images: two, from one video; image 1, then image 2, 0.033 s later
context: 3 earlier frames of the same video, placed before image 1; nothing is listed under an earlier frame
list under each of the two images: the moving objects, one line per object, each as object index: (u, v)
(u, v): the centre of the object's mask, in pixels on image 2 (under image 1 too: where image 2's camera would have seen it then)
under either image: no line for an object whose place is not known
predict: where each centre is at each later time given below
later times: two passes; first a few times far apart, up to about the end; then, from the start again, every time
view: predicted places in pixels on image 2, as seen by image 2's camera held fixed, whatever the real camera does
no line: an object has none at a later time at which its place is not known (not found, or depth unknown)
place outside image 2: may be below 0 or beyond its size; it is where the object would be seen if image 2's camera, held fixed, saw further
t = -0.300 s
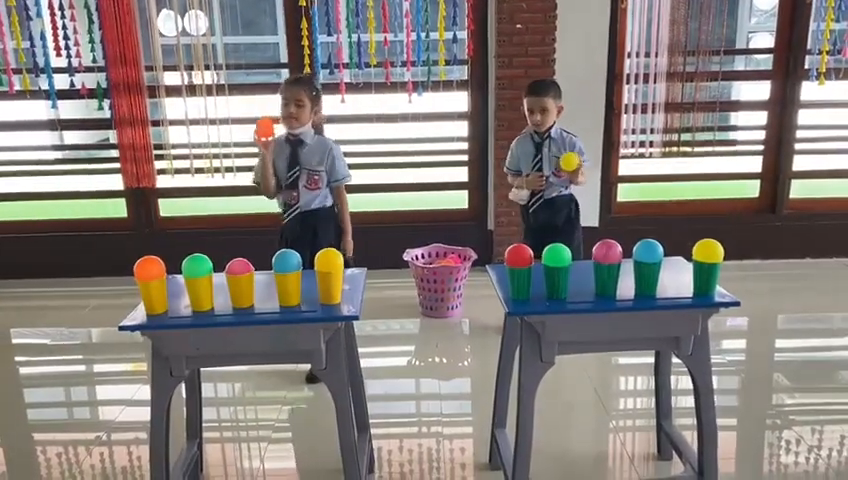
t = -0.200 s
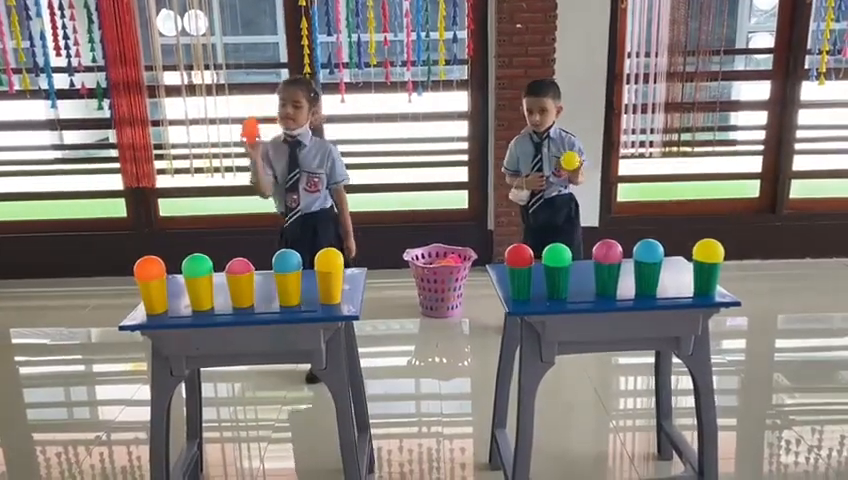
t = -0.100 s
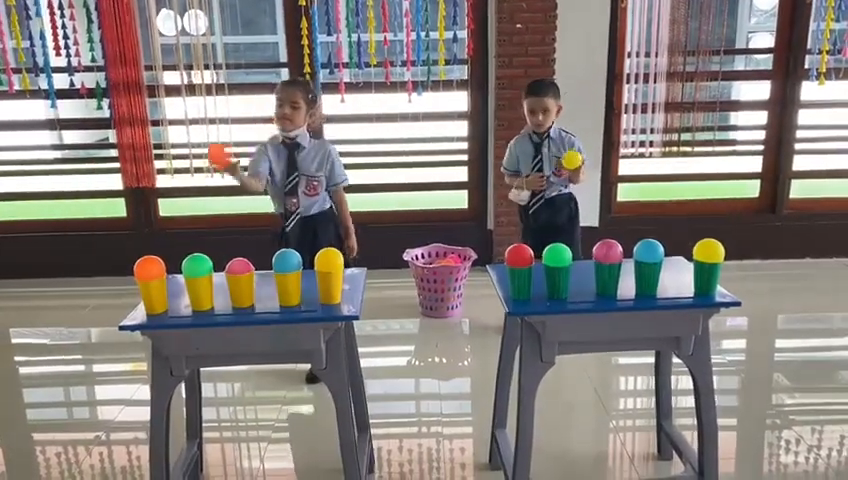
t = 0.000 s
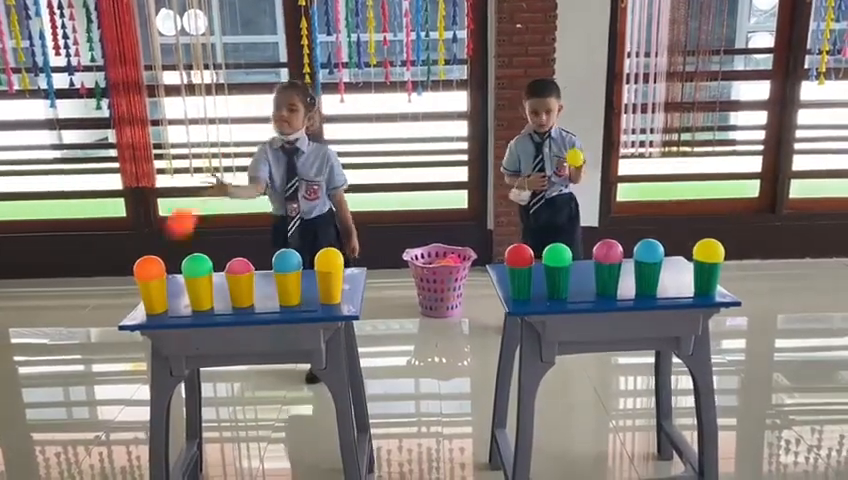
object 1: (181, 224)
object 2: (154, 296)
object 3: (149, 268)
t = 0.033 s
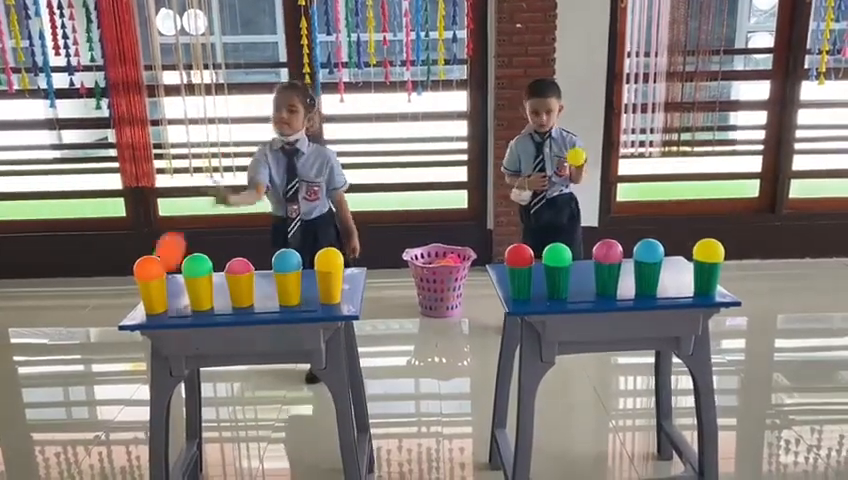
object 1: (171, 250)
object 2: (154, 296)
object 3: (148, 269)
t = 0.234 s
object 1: (92, 260)
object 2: (154, 307)
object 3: (149, 286)
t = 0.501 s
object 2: (158, 382)
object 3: (171, 474)
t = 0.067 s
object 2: (154, 295)
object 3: (149, 268)
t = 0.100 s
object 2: (153, 296)
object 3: (149, 268)
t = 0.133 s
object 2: (153, 297)
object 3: (151, 271)
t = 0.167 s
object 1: (115, 260)
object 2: (154, 299)
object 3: (148, 274)
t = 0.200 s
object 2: (154, 302)
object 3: (149, 278)
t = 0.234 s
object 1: (92, 260)
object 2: (154, 307)
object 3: (149, 286)
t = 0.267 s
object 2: (158, 310)
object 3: (151, 298)
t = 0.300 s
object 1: (68, 278)
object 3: (153, 313)
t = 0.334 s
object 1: (58, 292)
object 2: (148, 308)
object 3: (154, 331)
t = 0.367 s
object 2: (149, 321)
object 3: (158, 354)
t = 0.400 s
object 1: (38, 330)
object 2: (151, 333)
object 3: (161, 382)
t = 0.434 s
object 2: (151, 347)
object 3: (162, 413)
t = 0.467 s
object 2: (152, 364)
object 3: (166, 449)
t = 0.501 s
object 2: (158, 382)
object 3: (171, 474)
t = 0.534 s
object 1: (14, 452)
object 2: (155, 405)
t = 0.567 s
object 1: (10, 474)
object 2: (155, 434)
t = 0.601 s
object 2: (157, 463)
